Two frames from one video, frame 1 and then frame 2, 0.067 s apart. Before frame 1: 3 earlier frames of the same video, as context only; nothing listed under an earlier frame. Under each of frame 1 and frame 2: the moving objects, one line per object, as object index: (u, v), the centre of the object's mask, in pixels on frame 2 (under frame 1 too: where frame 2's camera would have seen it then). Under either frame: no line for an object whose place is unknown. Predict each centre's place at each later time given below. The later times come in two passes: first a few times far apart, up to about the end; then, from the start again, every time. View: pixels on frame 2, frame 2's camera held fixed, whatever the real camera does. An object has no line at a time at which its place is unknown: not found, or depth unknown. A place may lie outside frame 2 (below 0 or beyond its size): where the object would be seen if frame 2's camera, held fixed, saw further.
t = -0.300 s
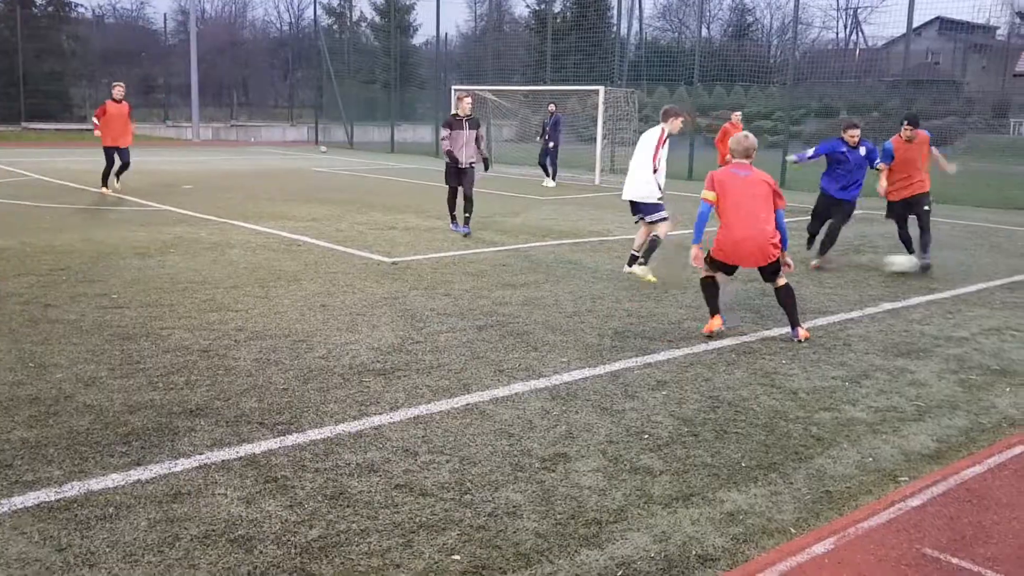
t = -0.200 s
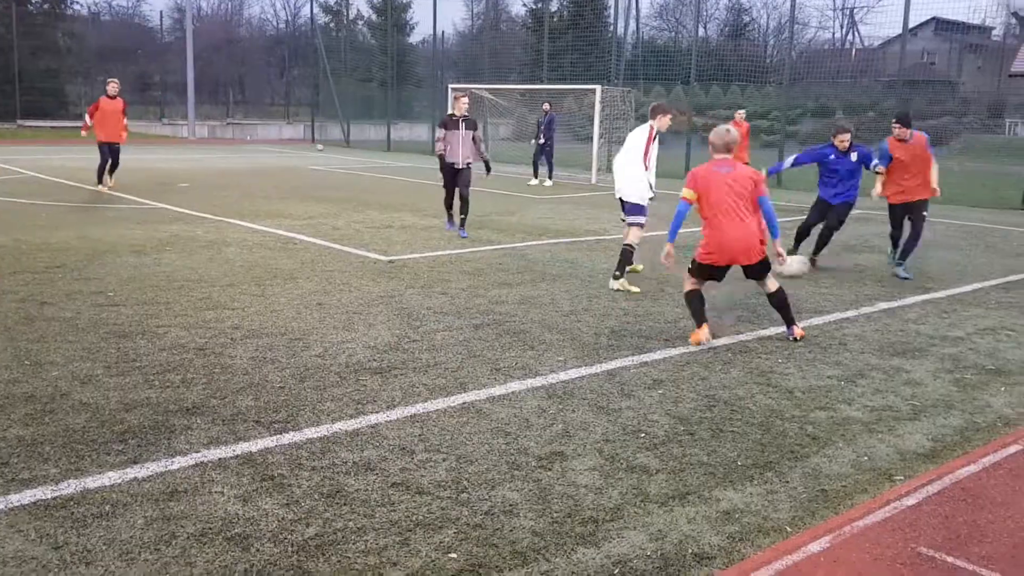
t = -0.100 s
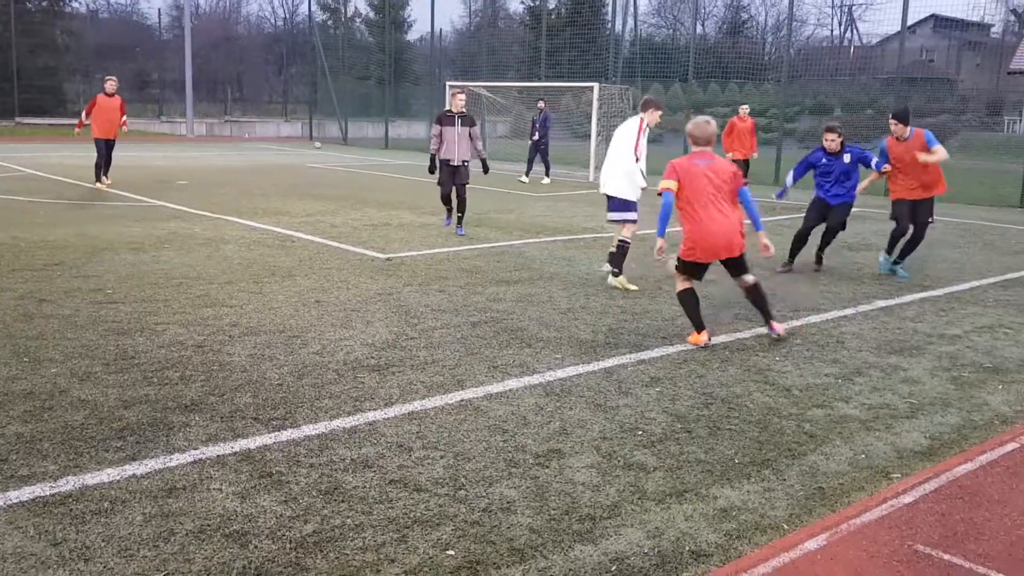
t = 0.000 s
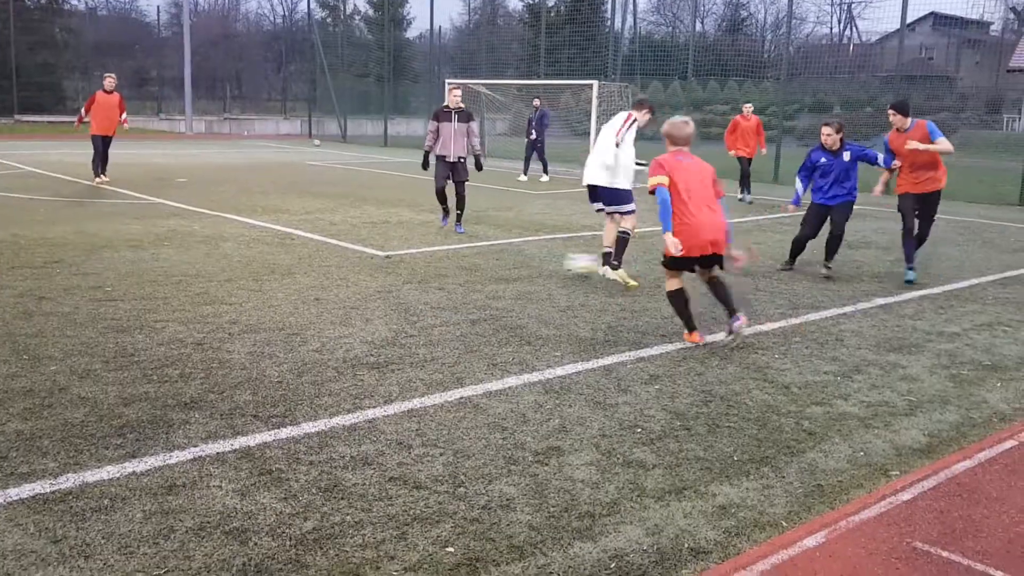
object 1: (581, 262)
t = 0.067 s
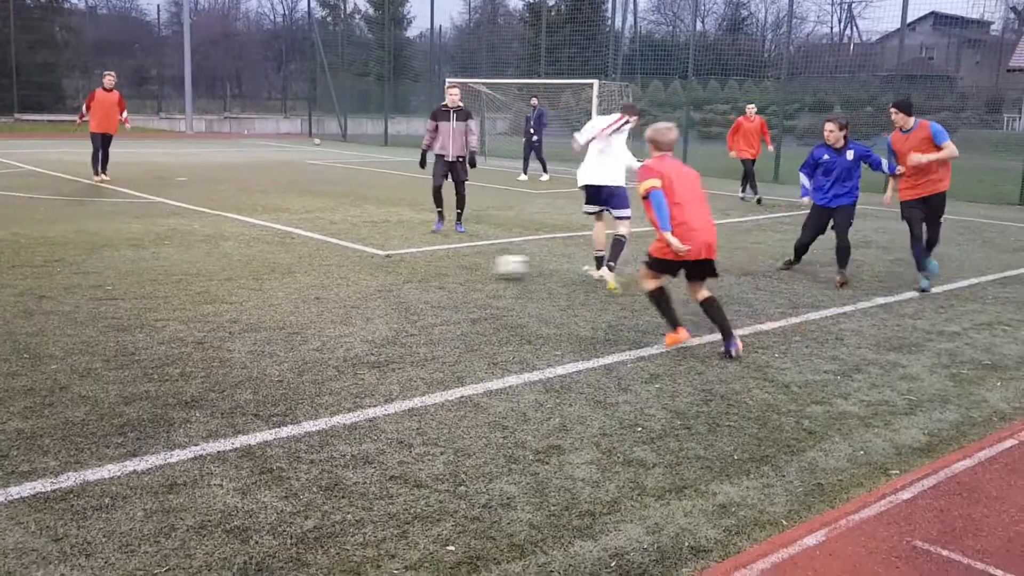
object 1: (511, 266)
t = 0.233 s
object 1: (343, 269)
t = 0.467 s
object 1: (116, 275)
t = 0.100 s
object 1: (477, 268)
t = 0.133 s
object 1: (445, 267)
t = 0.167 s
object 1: (413, 266)
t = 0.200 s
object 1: (377, 268)
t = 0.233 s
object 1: (343, 269)
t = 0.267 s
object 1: (311, 269)
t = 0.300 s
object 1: (278, 271)
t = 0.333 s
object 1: (243, 272)
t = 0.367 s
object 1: (213, 270)
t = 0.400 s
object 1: (179, 270)
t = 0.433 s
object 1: (147, 272)
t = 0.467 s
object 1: (116, 275)
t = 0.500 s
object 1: (84, 272)
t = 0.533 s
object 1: (52, 271)
